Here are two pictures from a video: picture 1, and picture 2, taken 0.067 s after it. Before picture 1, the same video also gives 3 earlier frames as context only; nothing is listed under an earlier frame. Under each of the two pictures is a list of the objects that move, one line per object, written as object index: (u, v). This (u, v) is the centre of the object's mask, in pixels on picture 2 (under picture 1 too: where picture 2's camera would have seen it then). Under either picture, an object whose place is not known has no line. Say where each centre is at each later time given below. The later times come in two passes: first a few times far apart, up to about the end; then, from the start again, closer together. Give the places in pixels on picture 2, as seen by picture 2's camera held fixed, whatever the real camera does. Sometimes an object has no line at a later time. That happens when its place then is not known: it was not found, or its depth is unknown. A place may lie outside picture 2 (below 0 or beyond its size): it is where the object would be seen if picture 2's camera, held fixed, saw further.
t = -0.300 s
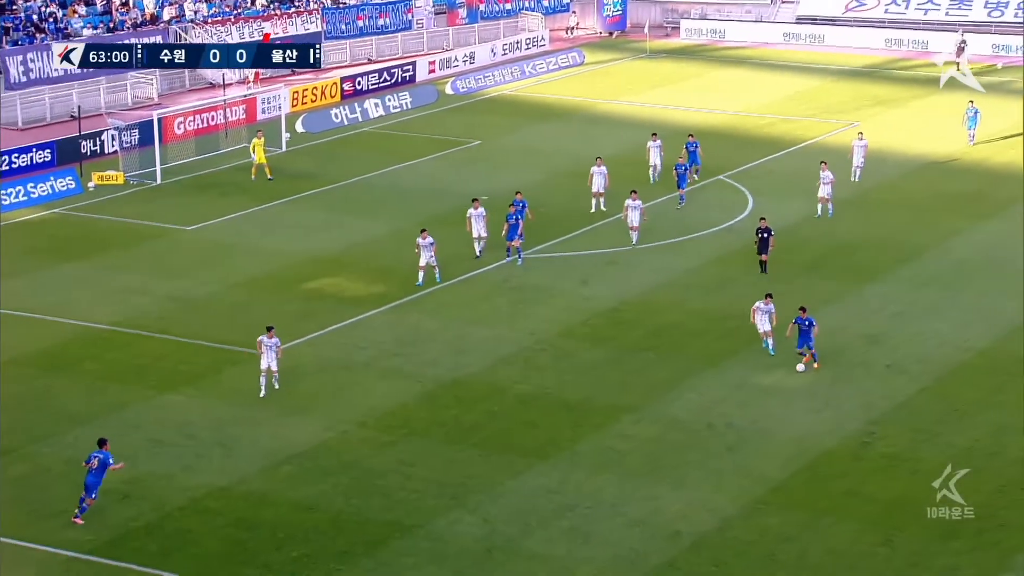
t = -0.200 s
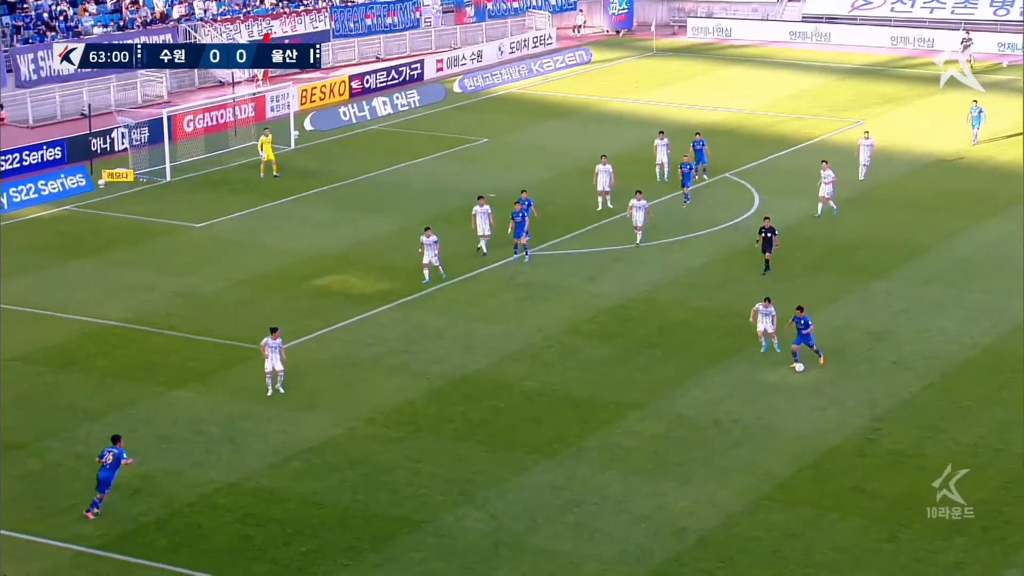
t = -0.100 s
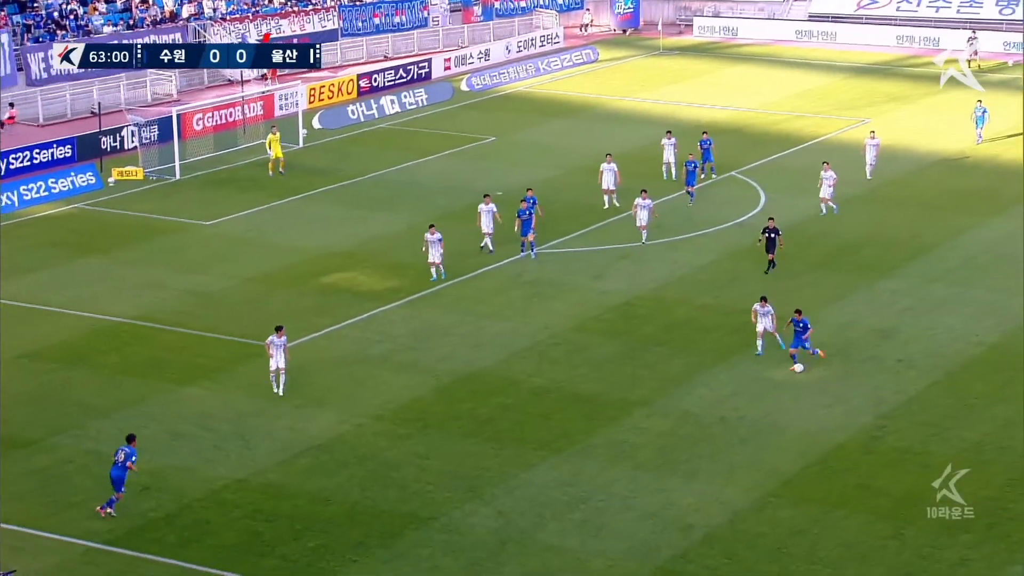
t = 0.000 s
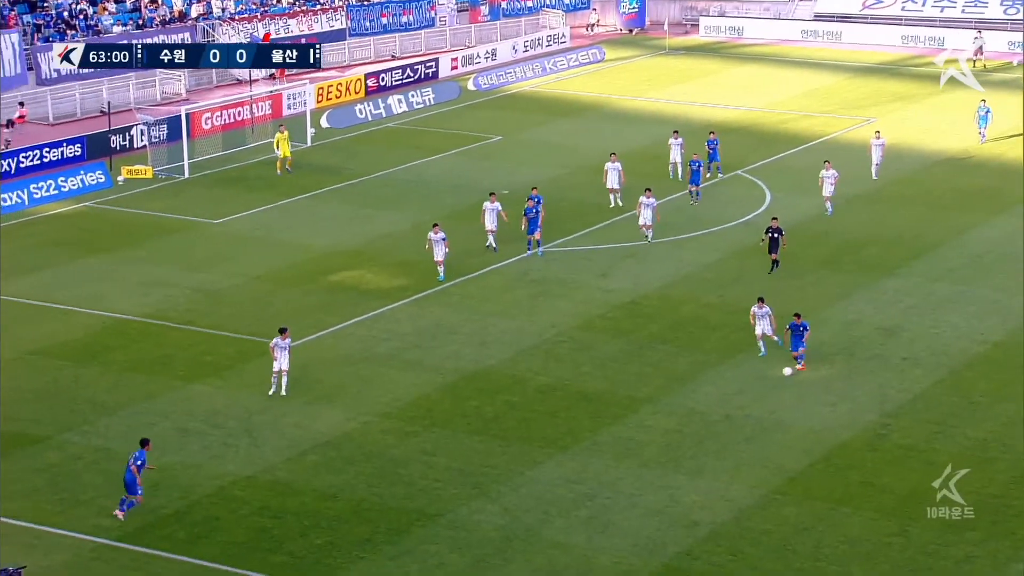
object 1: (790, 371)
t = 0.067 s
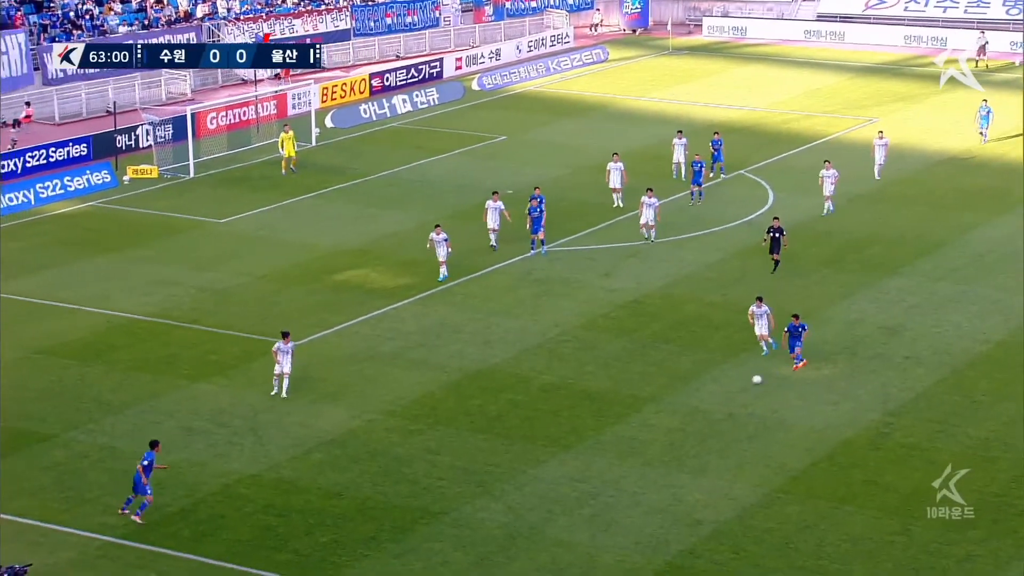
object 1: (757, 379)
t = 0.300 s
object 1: (641, 412)
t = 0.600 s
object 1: (498, 449)
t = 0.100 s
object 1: (739, 385)
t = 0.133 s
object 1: (723, 390)
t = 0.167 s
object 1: (706, 394)
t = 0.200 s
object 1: (690, 398)
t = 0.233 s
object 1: (674, 402)
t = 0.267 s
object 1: (658, 407)
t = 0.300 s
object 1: (641, 412)
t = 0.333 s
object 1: (625, 416)
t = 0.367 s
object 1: (609, 420)
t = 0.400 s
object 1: (592, 425)
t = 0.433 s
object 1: (576, 429)
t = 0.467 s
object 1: (560, 434)
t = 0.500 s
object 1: (544, 438)
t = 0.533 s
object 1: (528, 441)
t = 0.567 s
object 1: (513, 445)
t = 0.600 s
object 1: (498, 449)
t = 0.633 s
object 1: (482, 454)
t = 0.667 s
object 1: (466, 457)
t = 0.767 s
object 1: (421, 468)
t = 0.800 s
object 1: (406, 472)
